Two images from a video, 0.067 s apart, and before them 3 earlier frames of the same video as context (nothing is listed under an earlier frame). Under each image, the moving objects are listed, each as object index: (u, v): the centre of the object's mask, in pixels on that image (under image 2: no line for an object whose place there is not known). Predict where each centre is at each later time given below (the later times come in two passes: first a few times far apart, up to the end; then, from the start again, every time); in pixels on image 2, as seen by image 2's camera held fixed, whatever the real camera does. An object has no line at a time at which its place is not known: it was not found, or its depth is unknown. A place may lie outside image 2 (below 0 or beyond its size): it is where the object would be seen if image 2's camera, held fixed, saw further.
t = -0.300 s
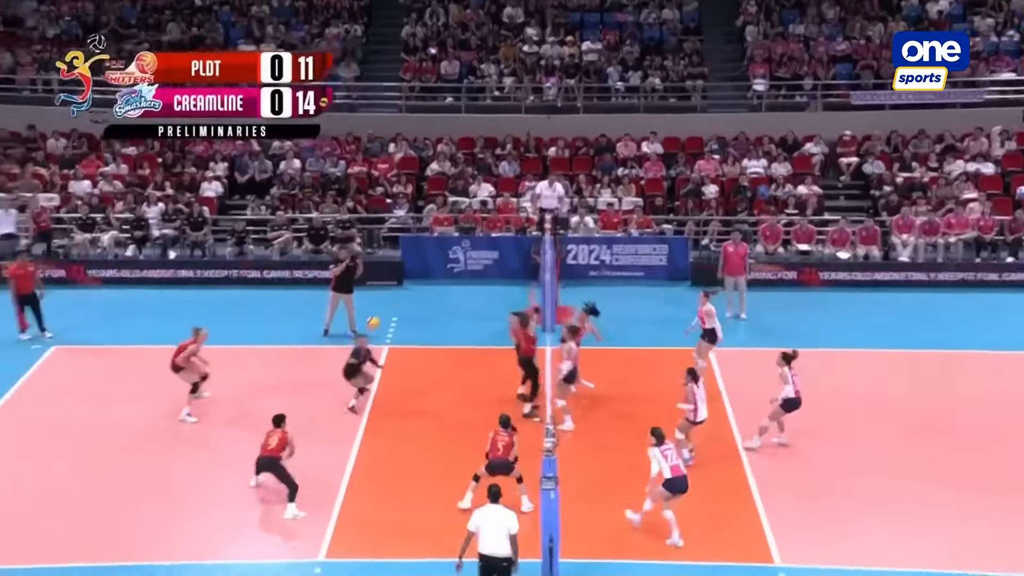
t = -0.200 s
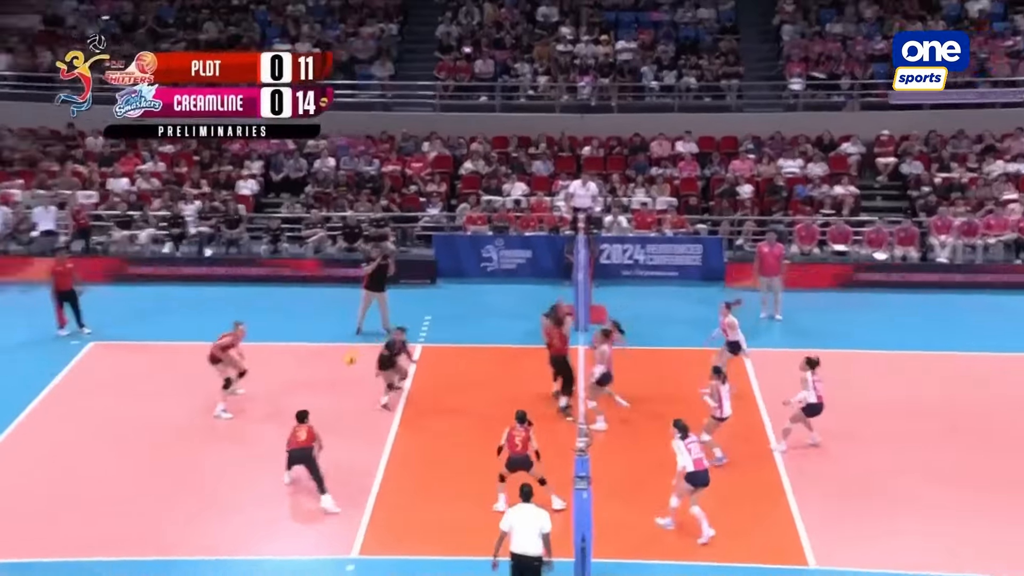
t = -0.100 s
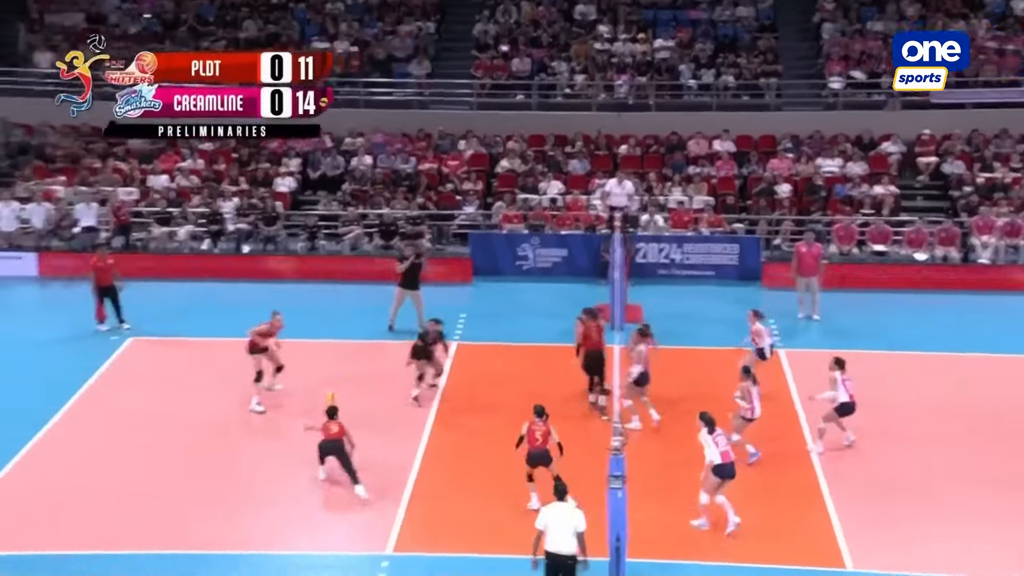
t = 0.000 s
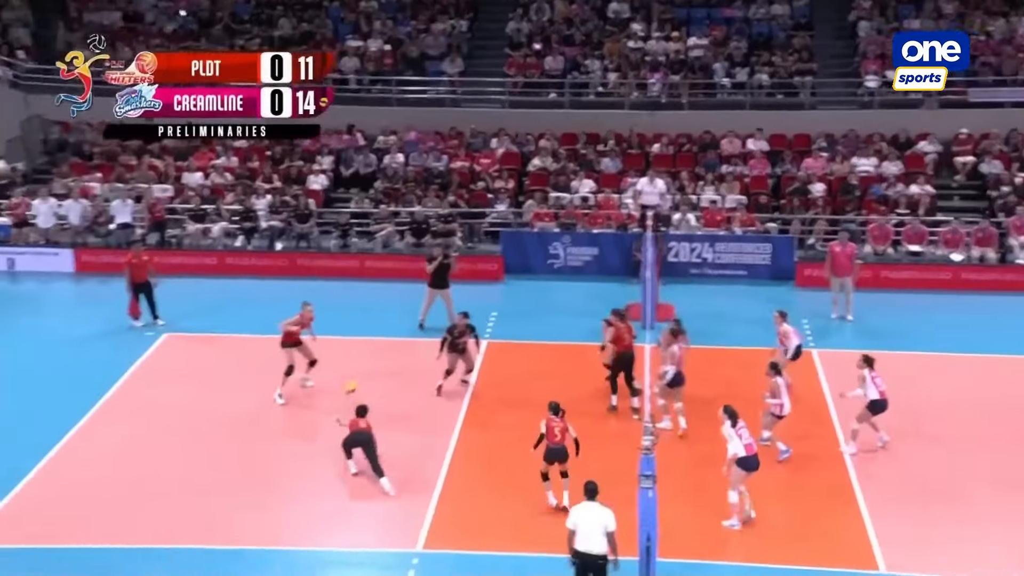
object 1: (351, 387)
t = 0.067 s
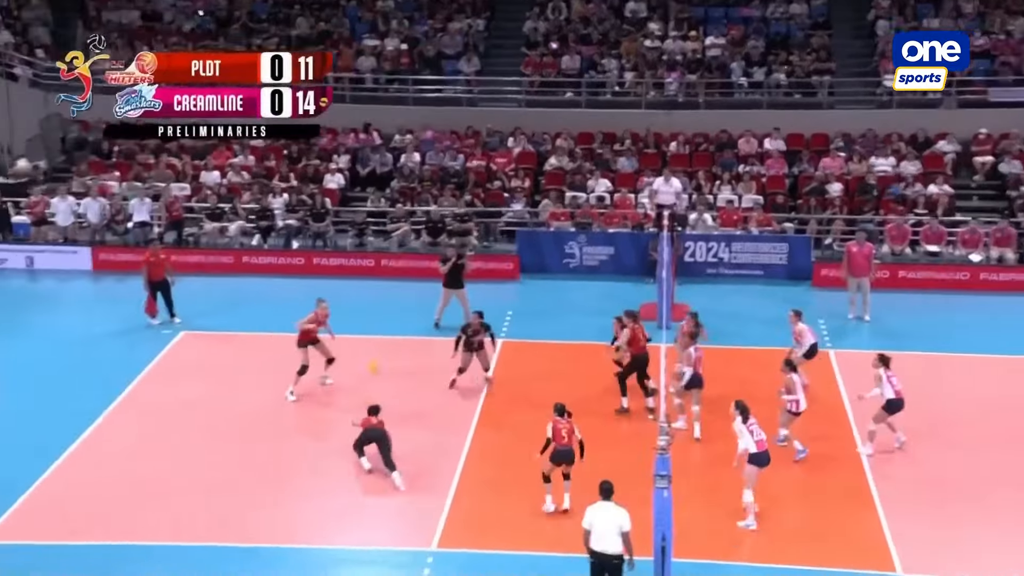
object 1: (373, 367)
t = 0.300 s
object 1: (402, 319)
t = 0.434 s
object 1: (418, 307)
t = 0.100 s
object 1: (378, 358)
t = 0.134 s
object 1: (383, 349)
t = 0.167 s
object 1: (385, 341)
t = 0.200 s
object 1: (390, 335)
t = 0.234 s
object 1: (394, 330)
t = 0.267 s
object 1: (398, 323)
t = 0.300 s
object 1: (402, 319)
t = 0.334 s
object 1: (406, 315)
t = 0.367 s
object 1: (411, 312)
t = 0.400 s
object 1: (415, 309)
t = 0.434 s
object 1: (418, 307)
